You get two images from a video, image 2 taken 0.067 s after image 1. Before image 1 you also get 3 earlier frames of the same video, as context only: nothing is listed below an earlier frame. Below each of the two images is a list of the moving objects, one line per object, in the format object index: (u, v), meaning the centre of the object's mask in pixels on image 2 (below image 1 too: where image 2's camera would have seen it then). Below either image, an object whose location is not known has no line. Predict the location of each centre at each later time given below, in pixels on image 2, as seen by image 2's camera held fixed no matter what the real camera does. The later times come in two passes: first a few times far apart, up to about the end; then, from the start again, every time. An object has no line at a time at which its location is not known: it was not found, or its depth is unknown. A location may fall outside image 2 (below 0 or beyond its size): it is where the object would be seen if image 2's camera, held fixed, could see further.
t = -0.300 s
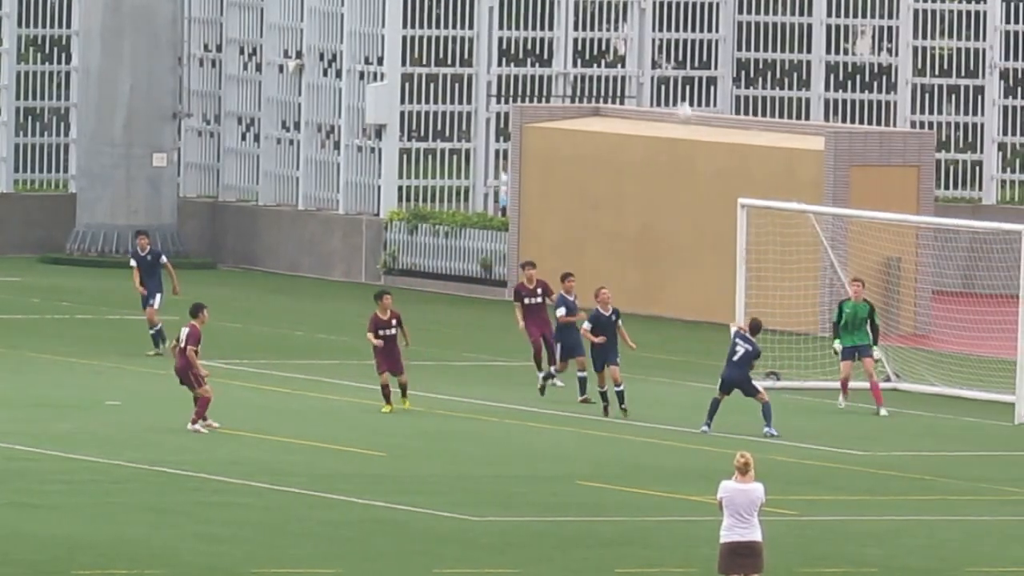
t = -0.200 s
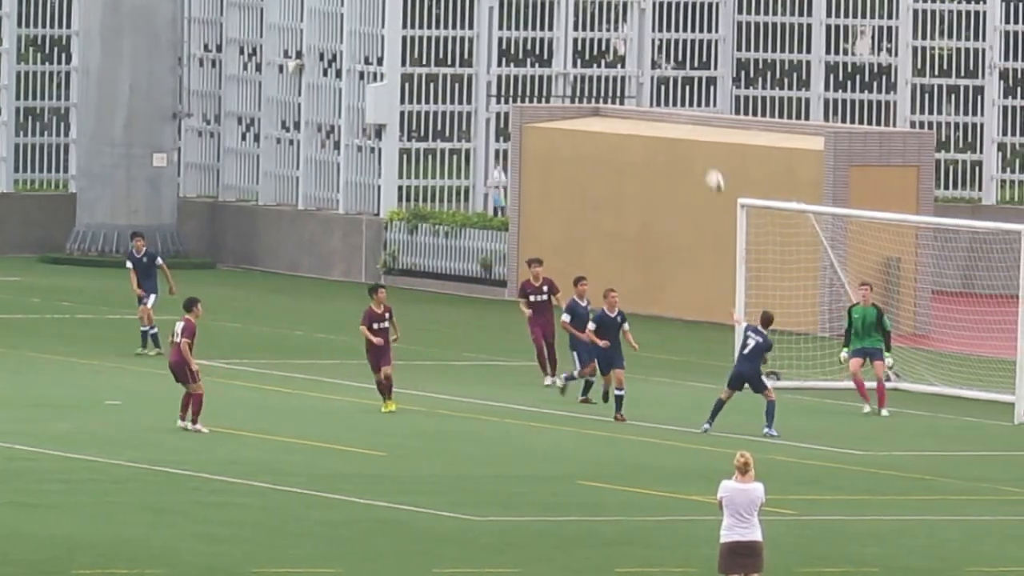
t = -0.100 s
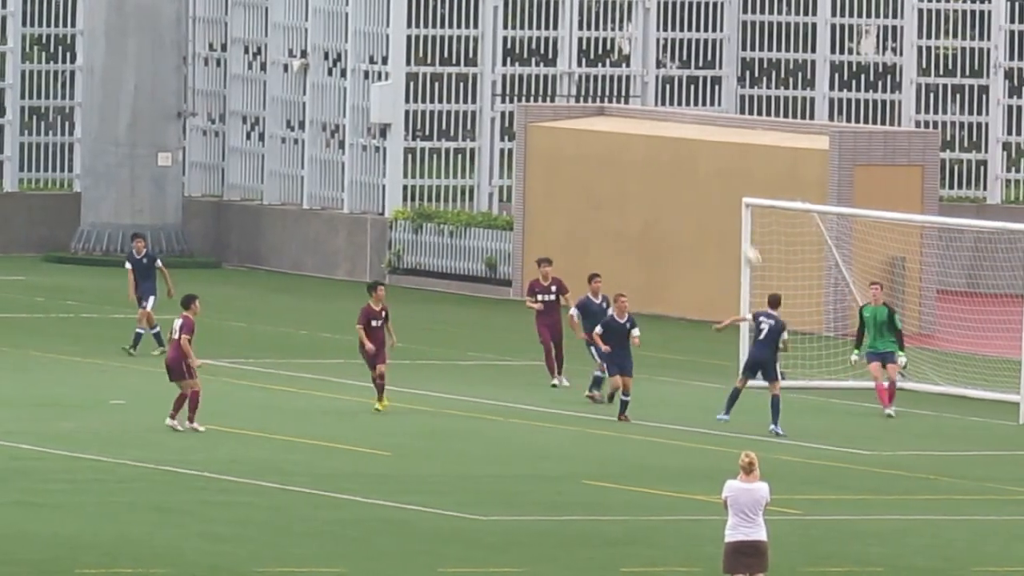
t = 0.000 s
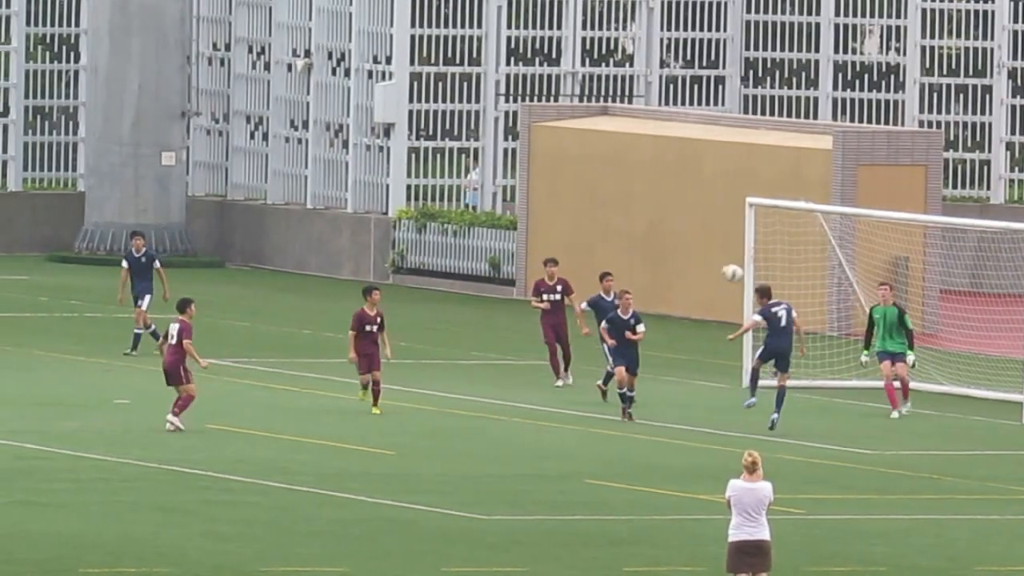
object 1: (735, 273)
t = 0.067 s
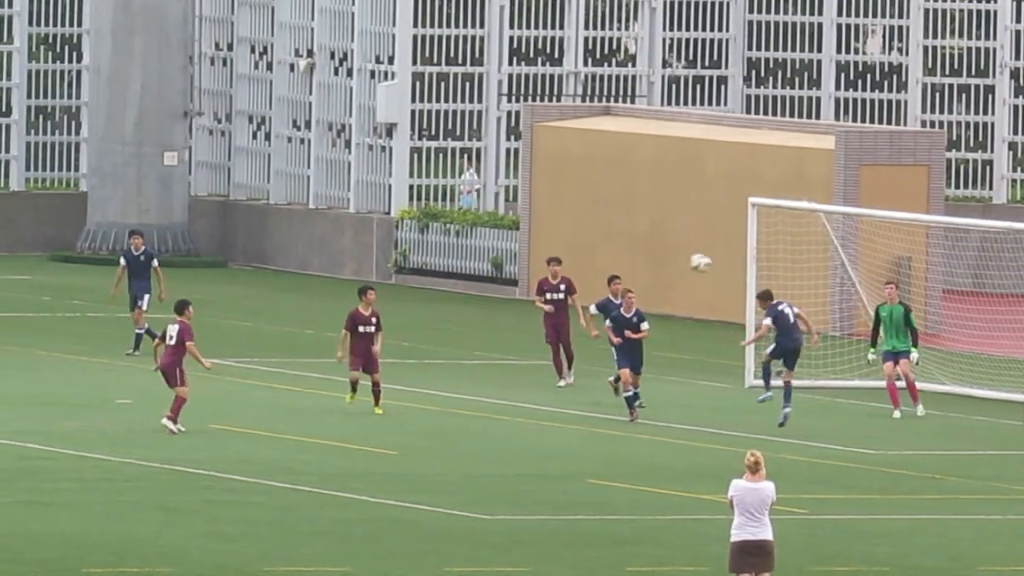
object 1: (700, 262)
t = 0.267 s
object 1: (596, 255)
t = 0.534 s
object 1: (459, 301)
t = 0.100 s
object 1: (683, 259)
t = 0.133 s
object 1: (665, 255)
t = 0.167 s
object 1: (648, 254)
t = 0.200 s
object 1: (631, 253)
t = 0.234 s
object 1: (614, 253)
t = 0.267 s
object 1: (596, 255)
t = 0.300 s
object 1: (580, 257)
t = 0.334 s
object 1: (562, 261)
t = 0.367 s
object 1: (544, 264)
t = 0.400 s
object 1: (529, 269)
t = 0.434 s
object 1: (511, 276)
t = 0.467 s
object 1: (494, 283)
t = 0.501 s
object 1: (477, 292)
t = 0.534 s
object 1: (459, 301)
